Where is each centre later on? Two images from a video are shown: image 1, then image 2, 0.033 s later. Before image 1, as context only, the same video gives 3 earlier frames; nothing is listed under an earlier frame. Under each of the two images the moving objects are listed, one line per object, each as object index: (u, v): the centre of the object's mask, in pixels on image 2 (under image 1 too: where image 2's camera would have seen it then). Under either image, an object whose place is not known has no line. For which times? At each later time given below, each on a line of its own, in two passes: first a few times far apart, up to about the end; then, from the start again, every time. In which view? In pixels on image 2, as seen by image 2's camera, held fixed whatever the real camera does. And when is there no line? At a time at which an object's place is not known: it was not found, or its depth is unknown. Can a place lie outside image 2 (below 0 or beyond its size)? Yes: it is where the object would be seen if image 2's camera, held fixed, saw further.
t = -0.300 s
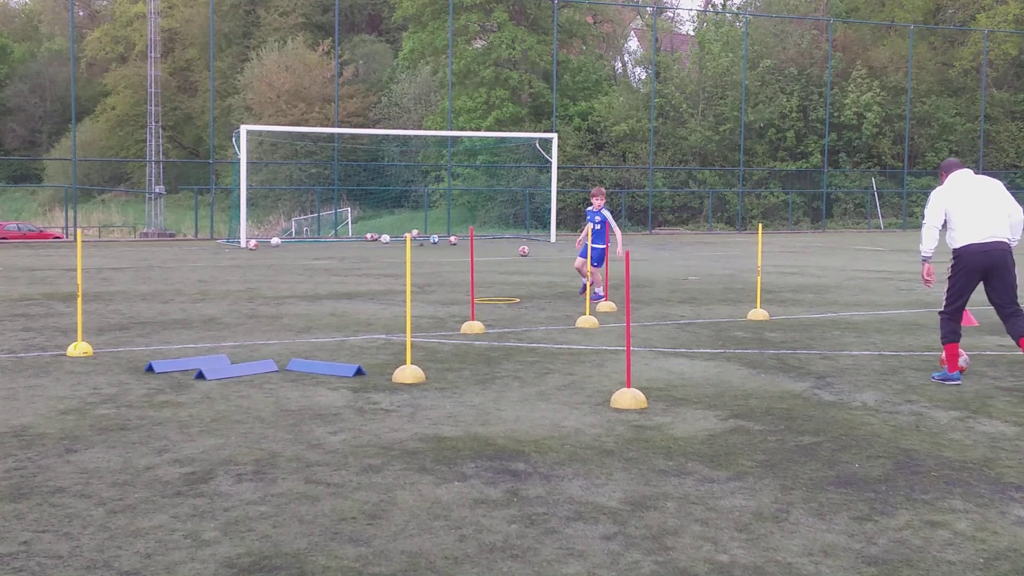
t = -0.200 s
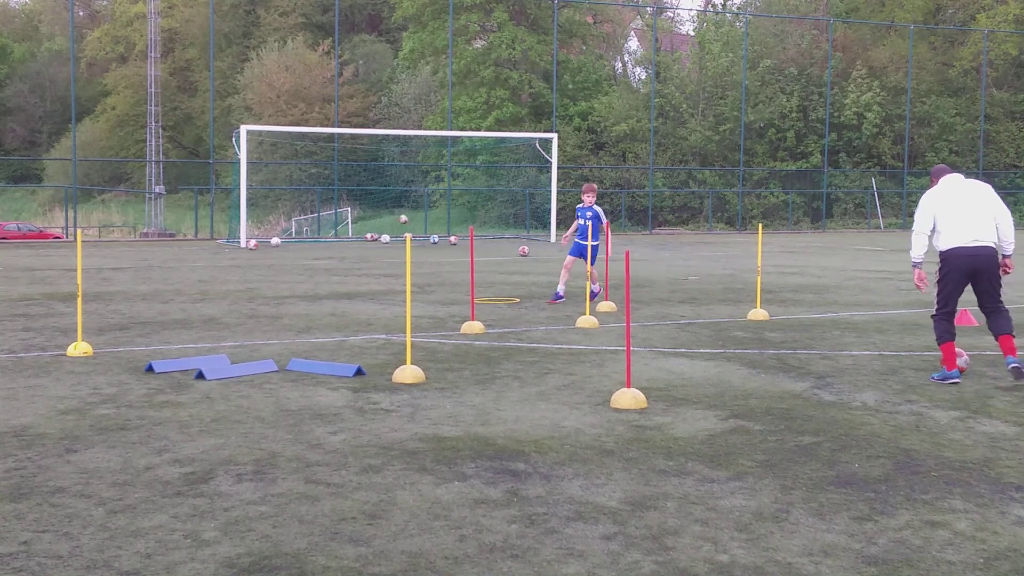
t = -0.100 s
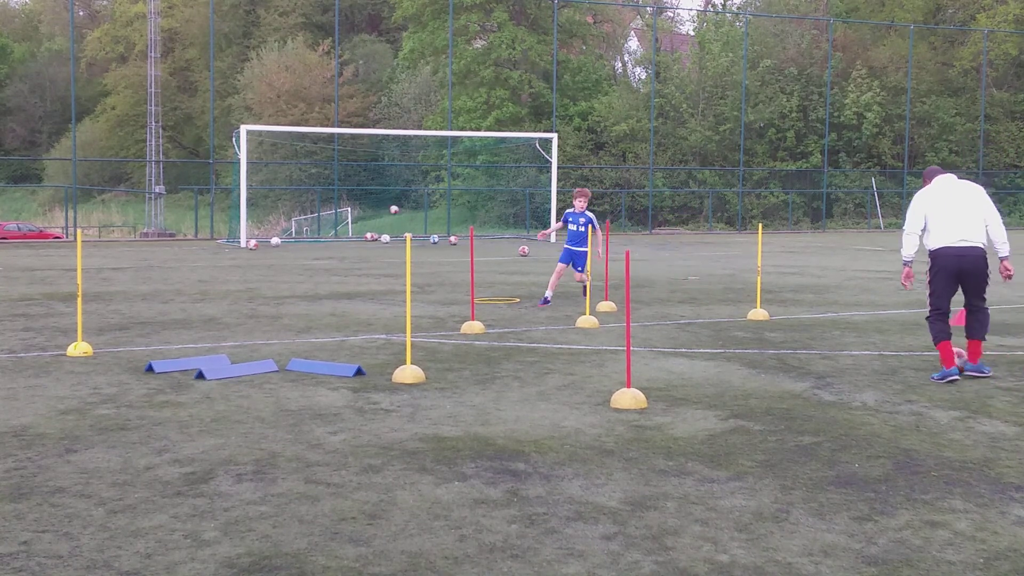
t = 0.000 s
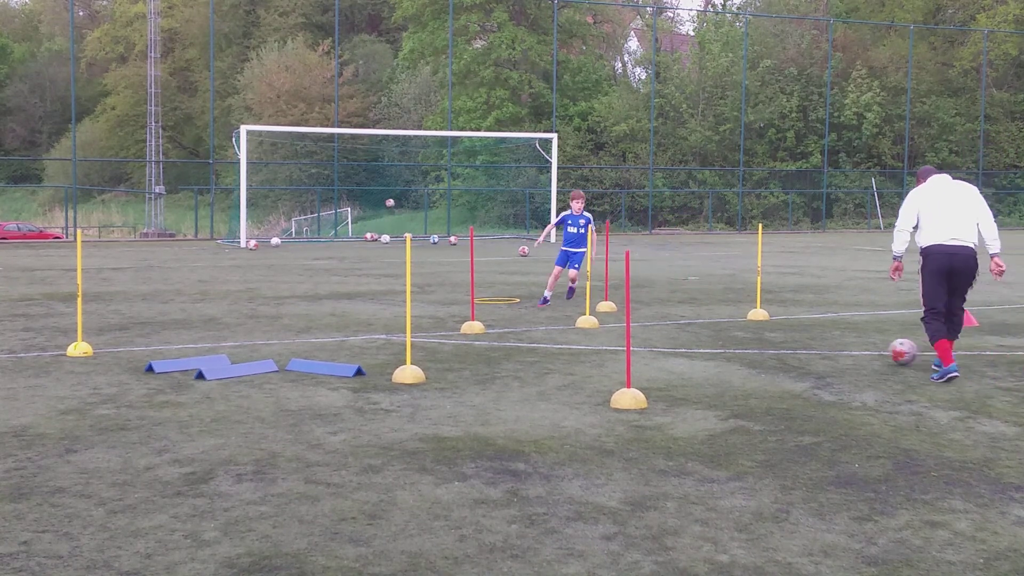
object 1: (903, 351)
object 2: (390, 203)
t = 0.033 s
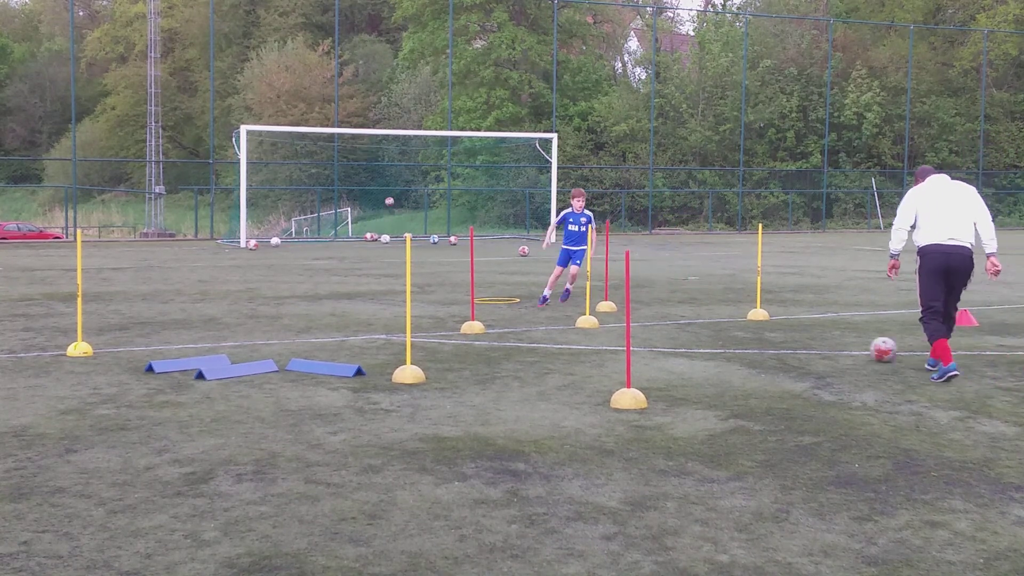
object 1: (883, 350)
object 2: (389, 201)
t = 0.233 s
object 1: (794, 333)
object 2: (391, 202)
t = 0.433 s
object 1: (732, 324)
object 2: (396, 220)
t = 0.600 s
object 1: (693, 319)
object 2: (399, 229)
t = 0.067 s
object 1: (866, 345)
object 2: (389, 200)
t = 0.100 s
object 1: (851, 342)
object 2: (389, 199)
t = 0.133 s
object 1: (835, 340)
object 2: (389, 199)
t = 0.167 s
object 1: (820, 339)
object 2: (389, 200)
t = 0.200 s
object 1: (807, 336)
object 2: (390, 201)
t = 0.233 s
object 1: (794, 333)
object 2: (391, 202)
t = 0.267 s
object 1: (782, 332)
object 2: (392, 204)
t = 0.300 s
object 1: (772, 331)
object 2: (392, 207)
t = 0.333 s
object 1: (761, 329)
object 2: (393, 209)
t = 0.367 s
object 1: (750, 327)
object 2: (394, 213)
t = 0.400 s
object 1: (741, 327)
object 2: (395, 216)
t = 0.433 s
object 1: (732, 324)
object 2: (396, 220)
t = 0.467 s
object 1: (724, 323)
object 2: (396, 225)
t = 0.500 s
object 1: (716, 323)
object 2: (397, 230)
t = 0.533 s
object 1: (708, 322)
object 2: (398, 236)
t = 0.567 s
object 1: (700, 321)
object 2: (399, 233)
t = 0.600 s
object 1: (693, 319)
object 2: (399, 229)
